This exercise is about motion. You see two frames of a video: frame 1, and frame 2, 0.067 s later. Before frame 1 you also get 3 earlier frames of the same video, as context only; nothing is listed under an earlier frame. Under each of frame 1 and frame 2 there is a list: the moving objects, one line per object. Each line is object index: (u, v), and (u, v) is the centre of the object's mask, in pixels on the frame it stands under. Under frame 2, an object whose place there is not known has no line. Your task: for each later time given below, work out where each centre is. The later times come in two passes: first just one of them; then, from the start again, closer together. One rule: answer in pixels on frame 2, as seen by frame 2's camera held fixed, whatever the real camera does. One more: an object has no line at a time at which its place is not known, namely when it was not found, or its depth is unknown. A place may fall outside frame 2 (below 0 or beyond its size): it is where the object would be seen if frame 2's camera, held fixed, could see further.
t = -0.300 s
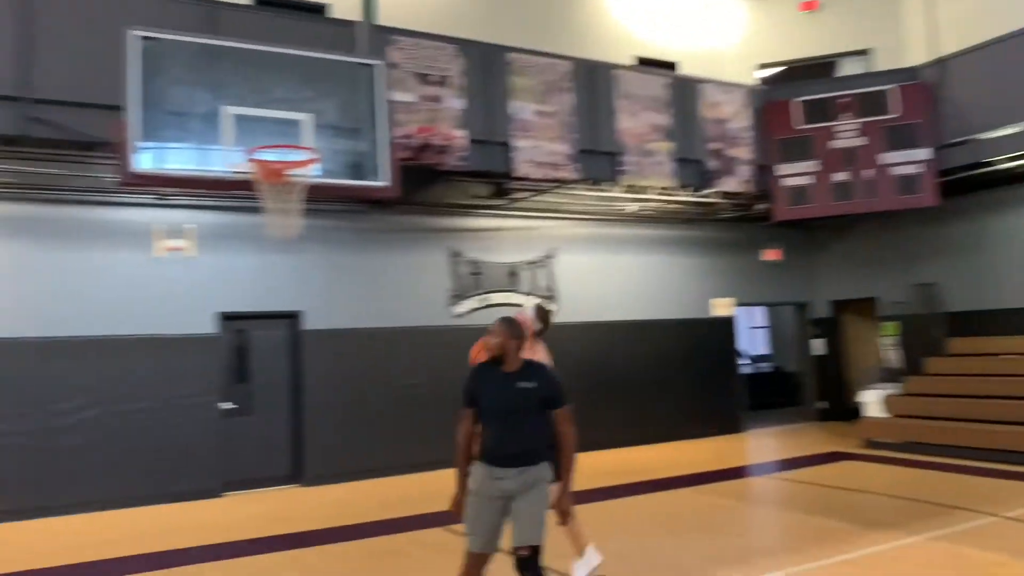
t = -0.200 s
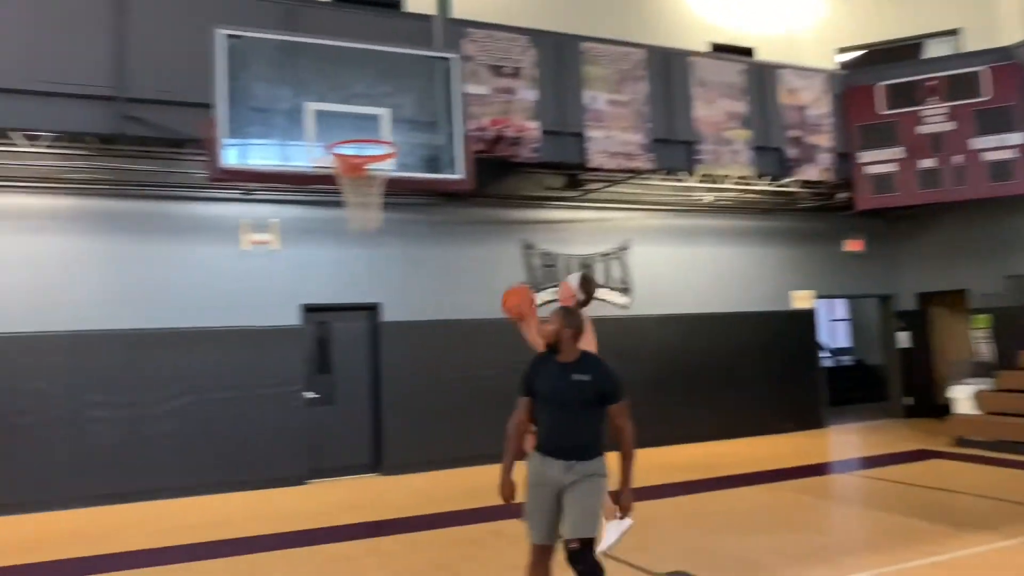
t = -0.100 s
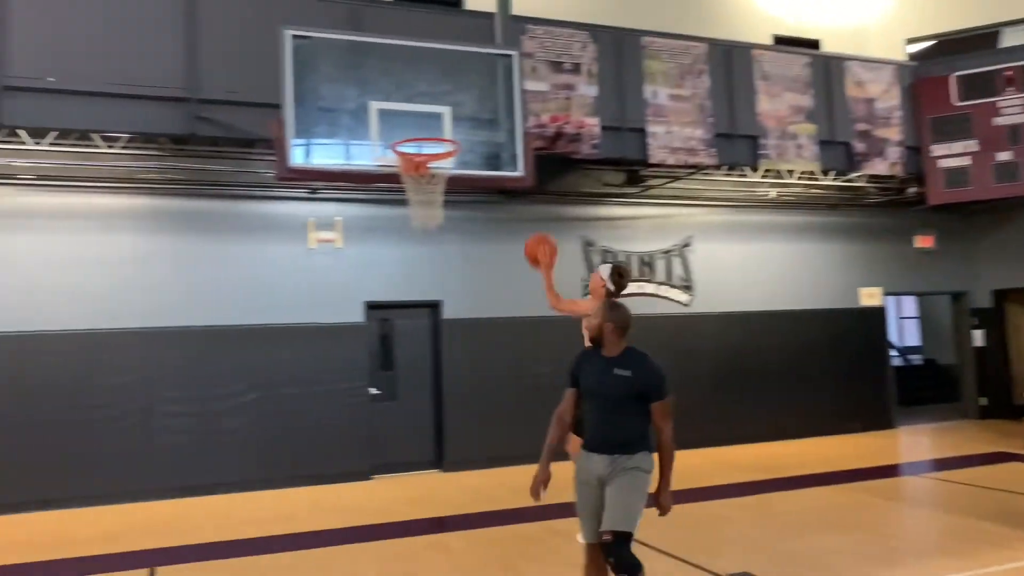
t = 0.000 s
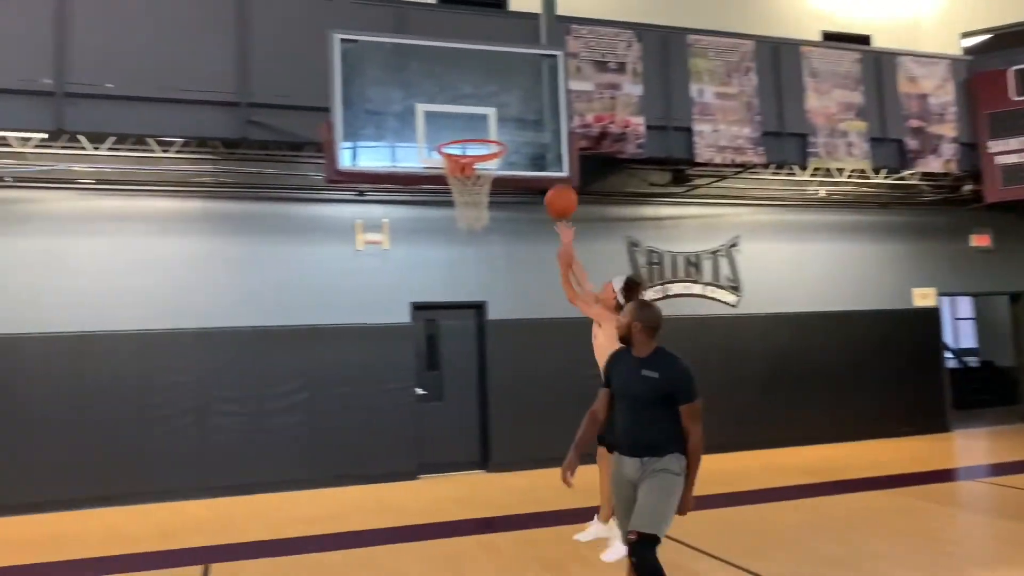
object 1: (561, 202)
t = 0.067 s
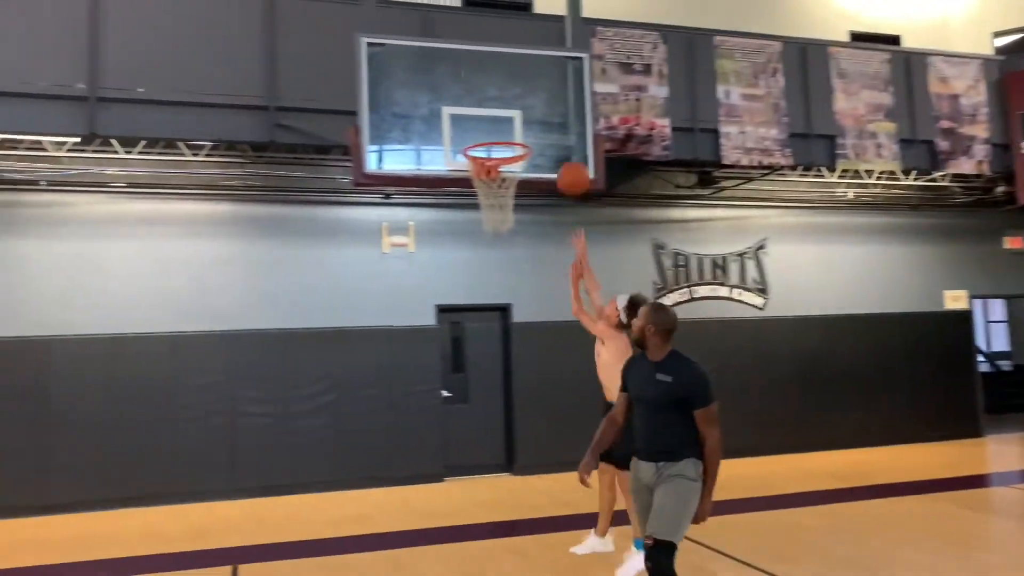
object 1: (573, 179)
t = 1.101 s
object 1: (483, 270)
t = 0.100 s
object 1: (566, 169)
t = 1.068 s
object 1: (481, 254)
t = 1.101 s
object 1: (483, 270)
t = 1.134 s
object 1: (484, 288)
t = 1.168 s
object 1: (480, 310)
